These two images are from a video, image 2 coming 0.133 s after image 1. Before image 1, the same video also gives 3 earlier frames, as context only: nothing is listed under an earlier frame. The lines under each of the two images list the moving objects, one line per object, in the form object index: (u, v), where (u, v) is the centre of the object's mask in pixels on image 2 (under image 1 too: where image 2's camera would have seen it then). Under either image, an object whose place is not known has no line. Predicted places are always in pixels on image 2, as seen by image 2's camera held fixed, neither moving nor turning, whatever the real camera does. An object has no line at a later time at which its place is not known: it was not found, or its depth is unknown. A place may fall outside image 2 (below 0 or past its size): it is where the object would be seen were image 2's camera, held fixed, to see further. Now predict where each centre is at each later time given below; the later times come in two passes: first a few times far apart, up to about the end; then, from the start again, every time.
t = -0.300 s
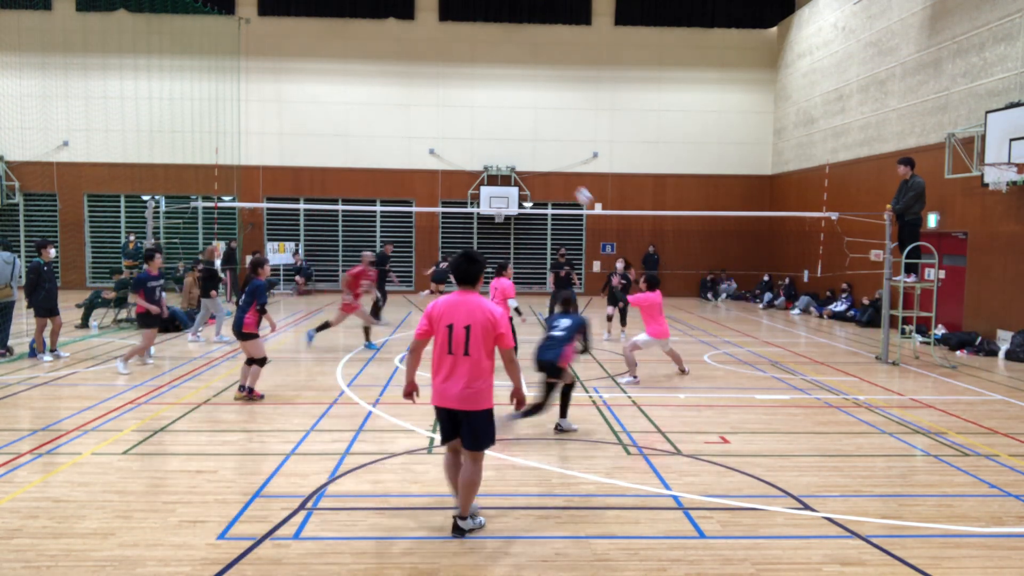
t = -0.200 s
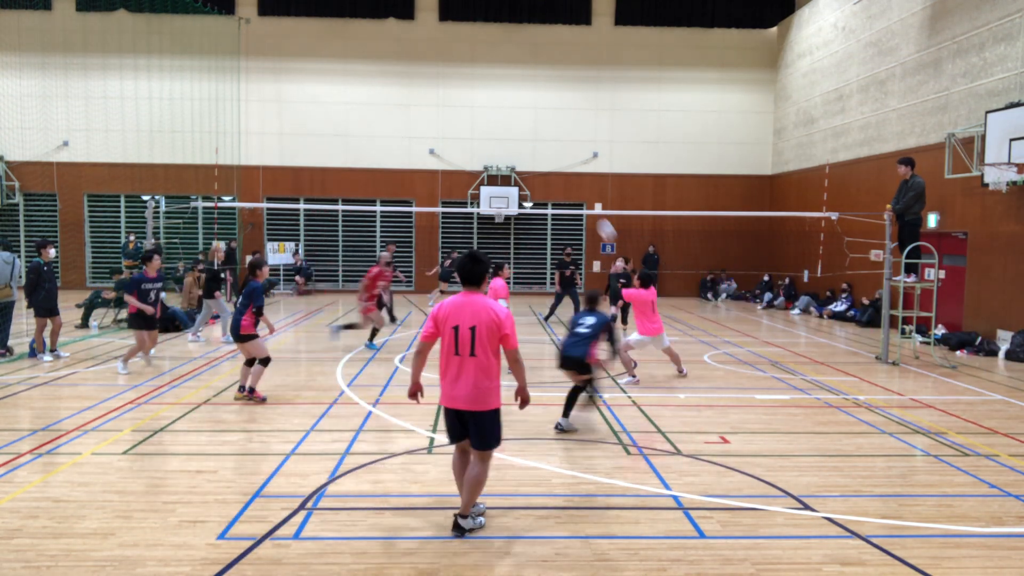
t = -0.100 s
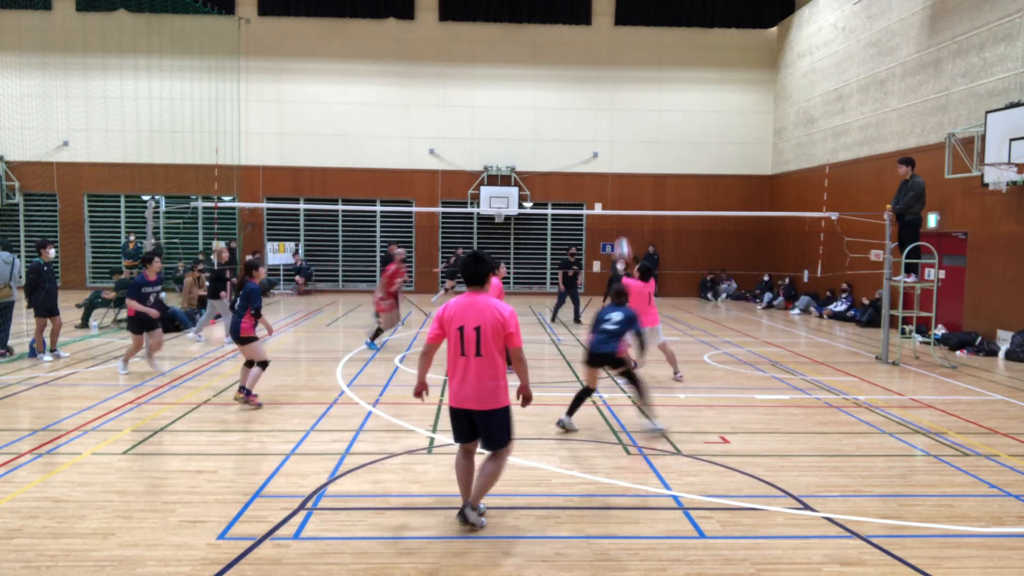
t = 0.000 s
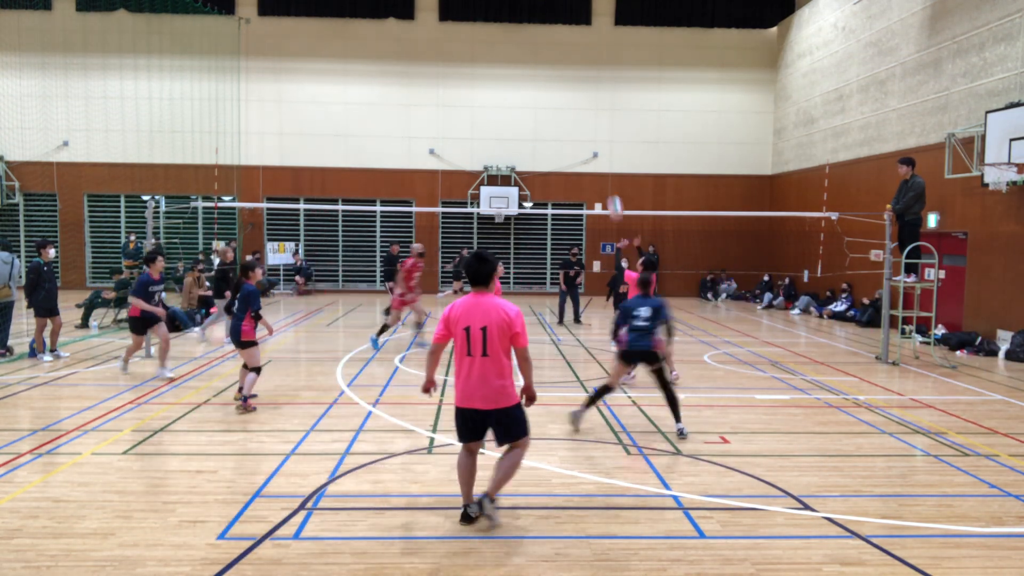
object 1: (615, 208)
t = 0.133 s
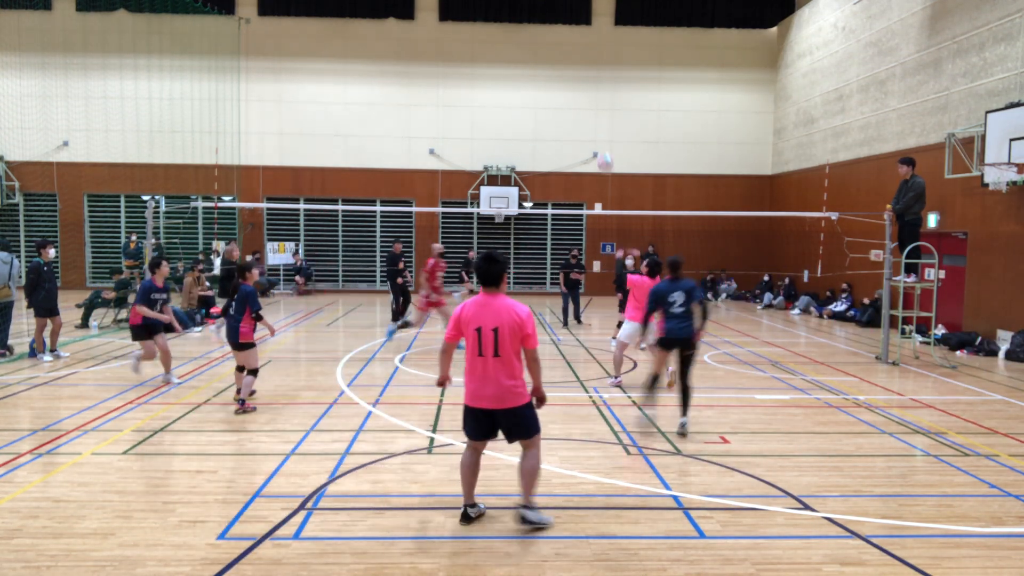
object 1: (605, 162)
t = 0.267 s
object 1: (593, 132)
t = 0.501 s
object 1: (573, 110)
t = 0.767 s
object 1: (548, 136)
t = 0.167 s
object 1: (602, 153)
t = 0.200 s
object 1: (599, 145)
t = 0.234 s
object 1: (596, 138)
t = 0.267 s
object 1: (593, 132)
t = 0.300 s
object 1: (590, 126)
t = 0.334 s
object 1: (587, 121)
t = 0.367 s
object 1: (584, 117)
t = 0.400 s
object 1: (581, 114)
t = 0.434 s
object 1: (579, 112)
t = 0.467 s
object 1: (576, 111)
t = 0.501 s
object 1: (573, 110)
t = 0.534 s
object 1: (569, 111)
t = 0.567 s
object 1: (566, 112)
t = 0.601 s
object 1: (563, 114)
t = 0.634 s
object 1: (560, 117)
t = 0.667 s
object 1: (557, 121)
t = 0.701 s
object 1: (554, 125)
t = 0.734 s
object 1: (551, 130)
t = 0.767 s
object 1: (548, 136)
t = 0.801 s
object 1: (545, 143)
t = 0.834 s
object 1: (542, 151)
